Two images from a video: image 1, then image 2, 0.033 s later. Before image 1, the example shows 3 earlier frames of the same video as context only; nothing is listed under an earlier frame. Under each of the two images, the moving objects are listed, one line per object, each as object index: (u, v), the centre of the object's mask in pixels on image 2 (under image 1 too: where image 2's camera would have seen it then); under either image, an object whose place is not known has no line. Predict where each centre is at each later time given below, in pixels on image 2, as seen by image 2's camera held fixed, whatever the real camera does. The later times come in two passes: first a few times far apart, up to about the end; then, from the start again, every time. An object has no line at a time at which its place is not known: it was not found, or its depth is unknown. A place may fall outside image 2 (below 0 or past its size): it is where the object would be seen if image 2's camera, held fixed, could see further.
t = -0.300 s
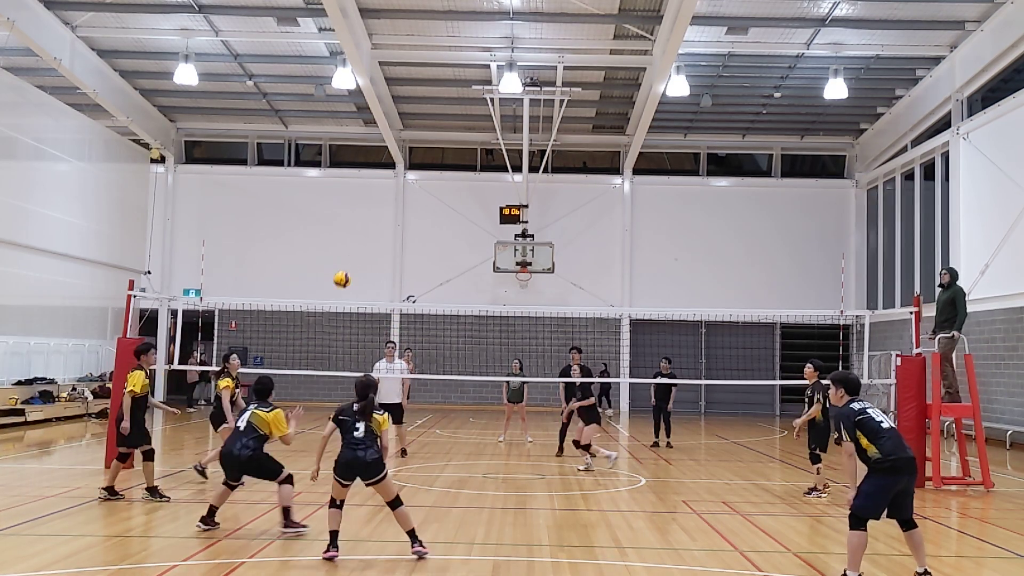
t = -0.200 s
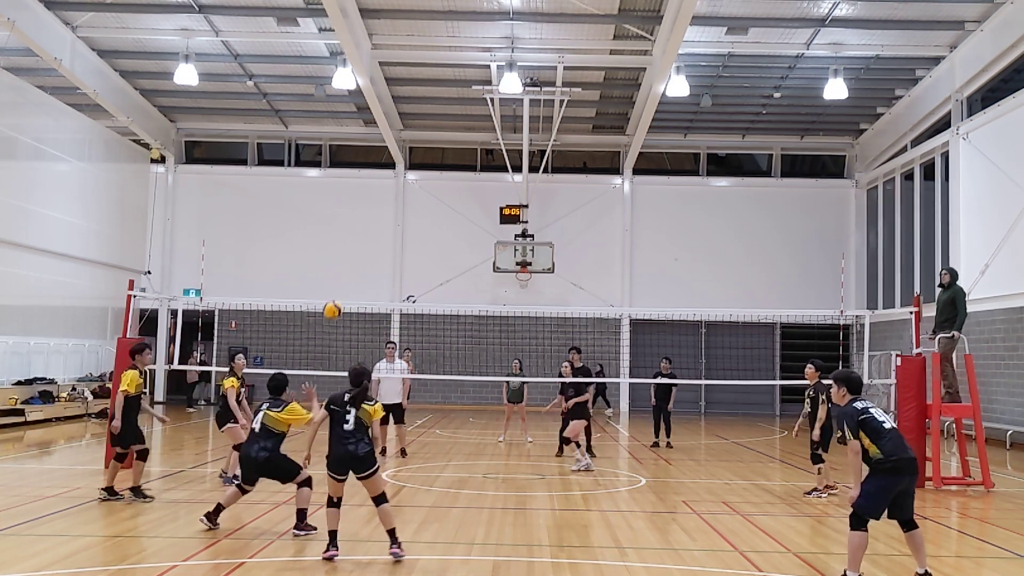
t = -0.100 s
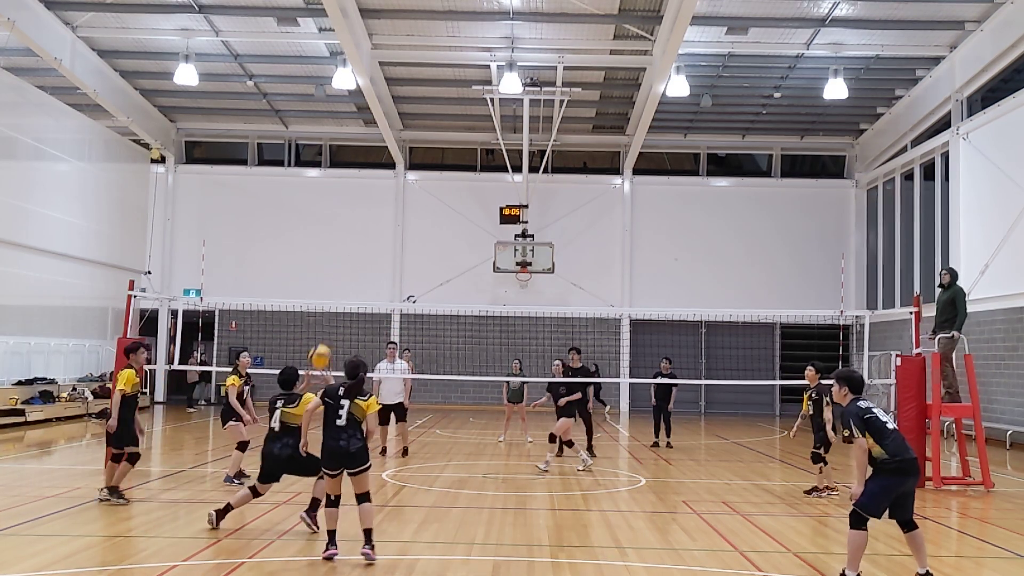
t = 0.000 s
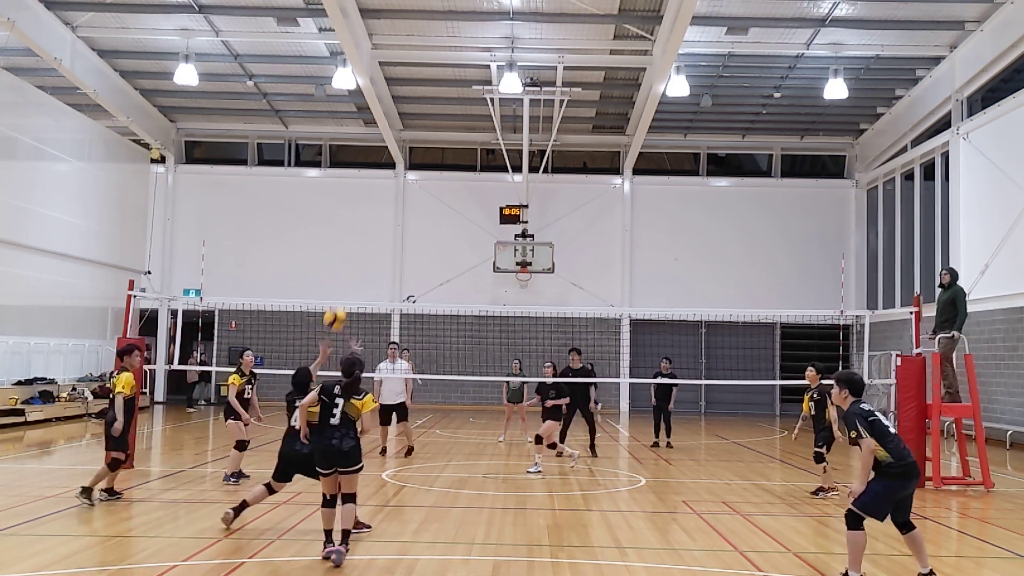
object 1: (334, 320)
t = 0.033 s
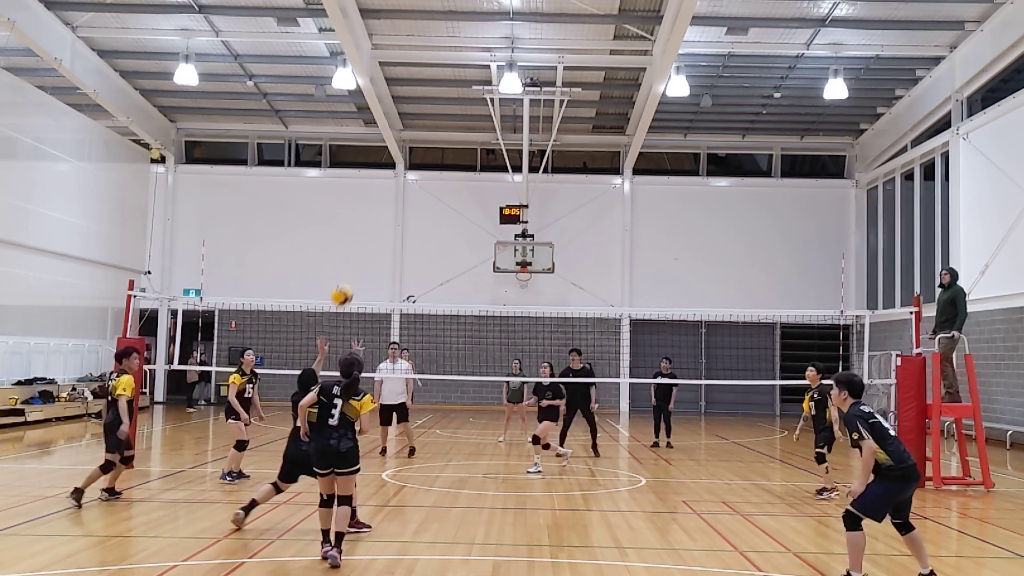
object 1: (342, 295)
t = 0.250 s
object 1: (380, 189)
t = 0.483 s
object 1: (412, 135)
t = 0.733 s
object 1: (440, 133)
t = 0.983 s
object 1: (463, 179)
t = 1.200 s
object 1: (480, 254)
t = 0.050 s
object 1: (345, 285)
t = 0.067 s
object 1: (348, 275)
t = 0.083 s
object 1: (352, 266)
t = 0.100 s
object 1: (355, 256)
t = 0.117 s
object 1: (358, 247)
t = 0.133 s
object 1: (361, 239)
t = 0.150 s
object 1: (364, 231)
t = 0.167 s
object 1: (366, 223)
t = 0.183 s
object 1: (369, 216)
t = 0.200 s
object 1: (372, 209)
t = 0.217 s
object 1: (375, 202)
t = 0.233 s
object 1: (377, 196)
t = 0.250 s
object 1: (380, 189)
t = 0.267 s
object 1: (382, 184)
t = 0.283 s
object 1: (385, 178)
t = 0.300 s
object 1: (387, 173)
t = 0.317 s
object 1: (389, 168)
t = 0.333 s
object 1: (392, 164)
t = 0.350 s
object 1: (394, 160)
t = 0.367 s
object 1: (396, 156)
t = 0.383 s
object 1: (399, 152)
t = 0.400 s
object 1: (401, 149)
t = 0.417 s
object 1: (404, 146)
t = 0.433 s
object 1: (406, 143)
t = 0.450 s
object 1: (408, 140)
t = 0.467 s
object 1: (410, 138)
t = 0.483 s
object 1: (412, 135)
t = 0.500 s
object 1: (414, 134)
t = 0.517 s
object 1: (416, 132)
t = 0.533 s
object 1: (418, 131)
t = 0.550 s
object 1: (420, 130)
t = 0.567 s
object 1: (422, 129)
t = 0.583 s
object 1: (424, 128)
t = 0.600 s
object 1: (425, 128)
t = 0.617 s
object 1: (428, 128)
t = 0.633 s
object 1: (429, 128)
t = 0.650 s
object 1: (431, 128)
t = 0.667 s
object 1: (433, 129)
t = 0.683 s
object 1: (435, 130)
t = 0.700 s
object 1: (437, 130)
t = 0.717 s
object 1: (438, 132)
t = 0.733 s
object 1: (440, 133)
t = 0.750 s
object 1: (442, 135)
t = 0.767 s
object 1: (444, 137)
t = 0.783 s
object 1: (445, 139)
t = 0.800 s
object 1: (447, 142)
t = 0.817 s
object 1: (448, 144)
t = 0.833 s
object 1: (450, 147)
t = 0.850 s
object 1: (451, 150)
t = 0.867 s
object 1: (453, 153)
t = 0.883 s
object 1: (455, 156)
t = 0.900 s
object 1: (457, 159)
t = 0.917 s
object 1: (458, 163)
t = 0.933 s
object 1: (459, 167)
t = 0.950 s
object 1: (460, 171)
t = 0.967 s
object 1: (462, 175)
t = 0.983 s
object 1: (463, 179)
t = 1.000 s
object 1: (465, 184)
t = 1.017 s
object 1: (466, 189)
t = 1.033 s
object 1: (467, 194)
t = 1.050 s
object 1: (469, 199)
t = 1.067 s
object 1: (470, 205)
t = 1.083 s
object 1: (472, 211)
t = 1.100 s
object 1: (473, 216)
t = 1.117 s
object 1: (474, 222)
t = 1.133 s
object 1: (476, 228)
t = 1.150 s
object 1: (477, 234)
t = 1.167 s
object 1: (478, 241)
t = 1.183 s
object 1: (479, 247)
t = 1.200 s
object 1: (480, 254)
